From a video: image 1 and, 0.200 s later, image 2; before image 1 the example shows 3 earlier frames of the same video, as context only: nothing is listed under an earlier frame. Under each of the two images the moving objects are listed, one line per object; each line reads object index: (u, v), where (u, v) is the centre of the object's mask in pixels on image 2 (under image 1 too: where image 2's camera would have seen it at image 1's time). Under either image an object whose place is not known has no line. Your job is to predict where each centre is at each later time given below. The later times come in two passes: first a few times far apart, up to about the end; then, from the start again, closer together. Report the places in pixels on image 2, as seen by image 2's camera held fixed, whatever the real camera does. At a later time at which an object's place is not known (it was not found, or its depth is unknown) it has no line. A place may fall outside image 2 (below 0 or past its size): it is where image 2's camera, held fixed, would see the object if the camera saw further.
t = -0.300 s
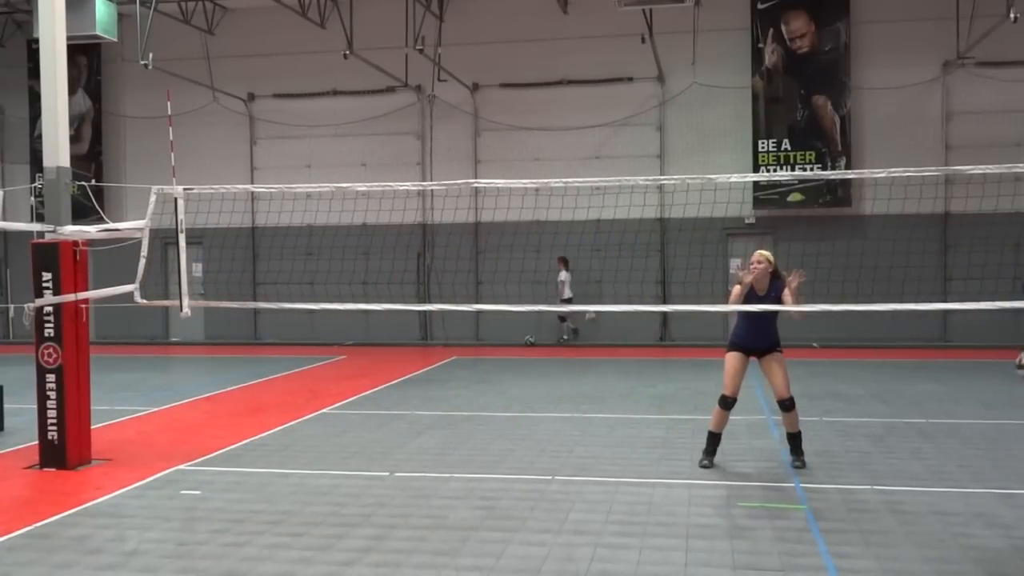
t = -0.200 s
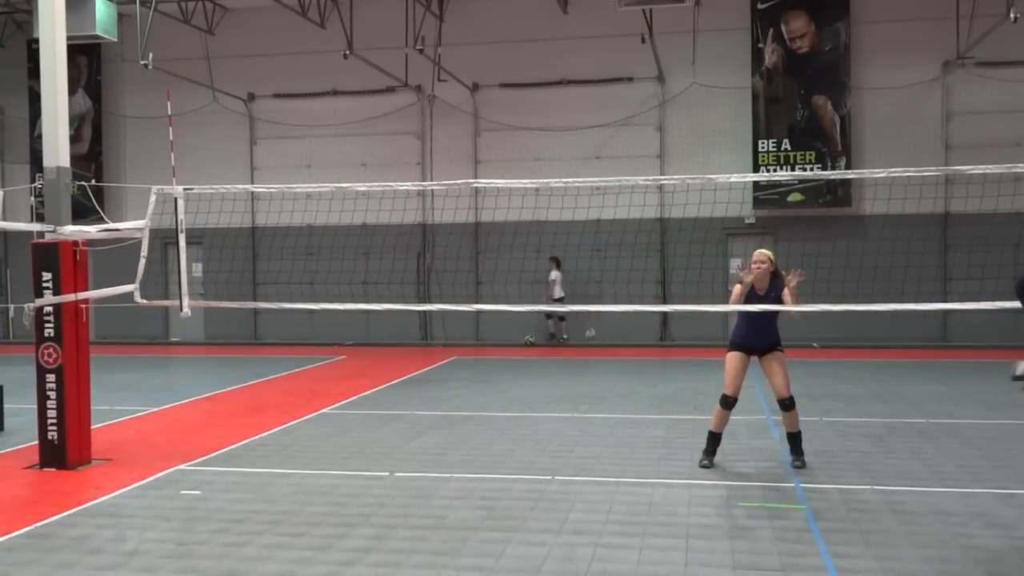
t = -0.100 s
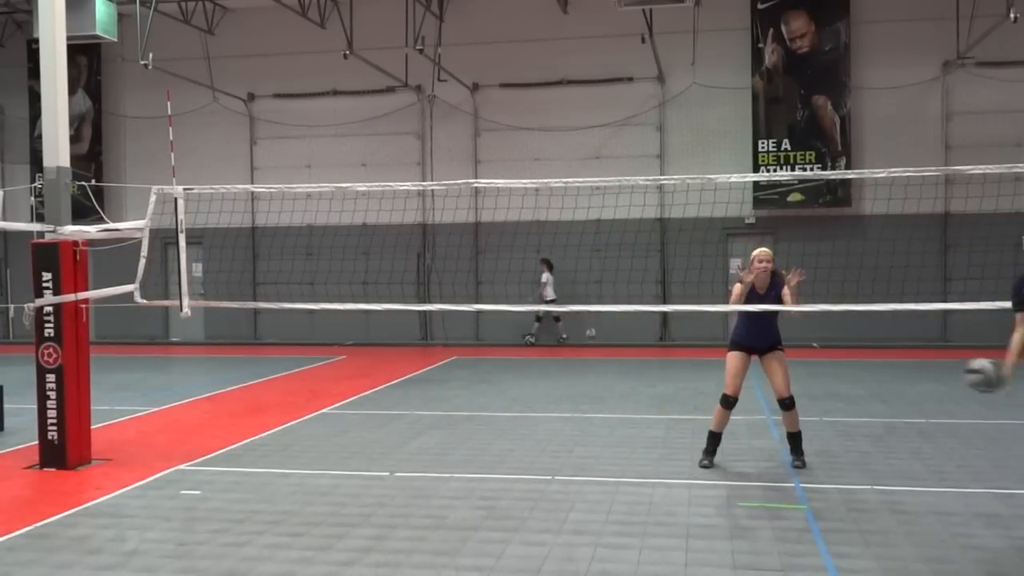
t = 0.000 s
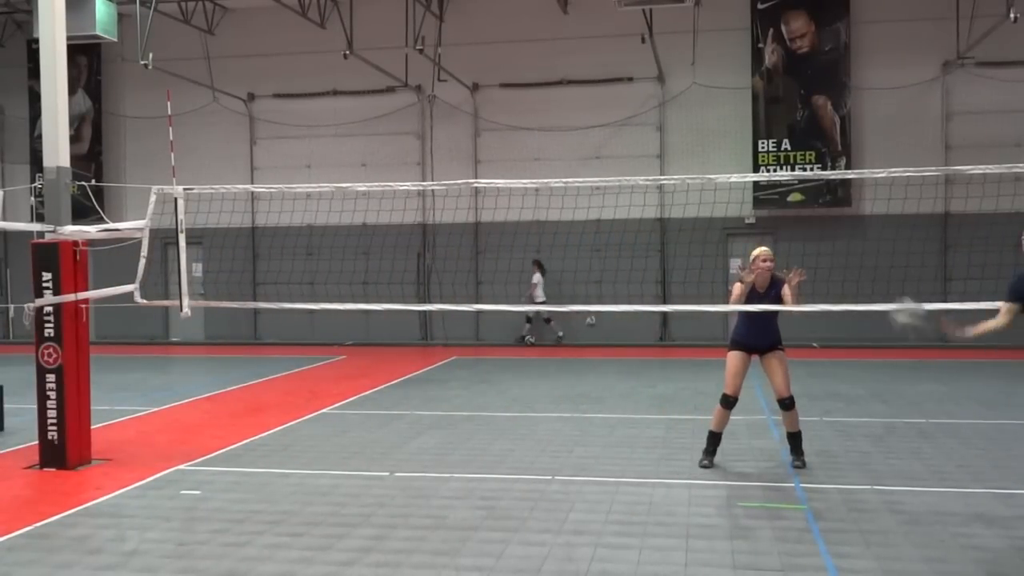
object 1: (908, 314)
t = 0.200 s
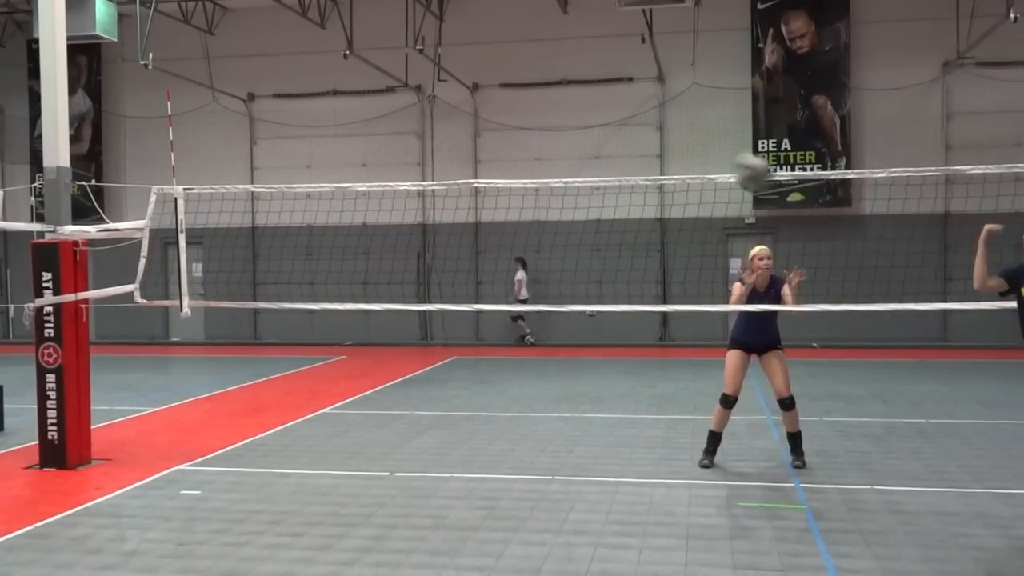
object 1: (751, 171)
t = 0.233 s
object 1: (724, 152)
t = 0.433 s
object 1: (552, 75)
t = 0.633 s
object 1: (361, 67)
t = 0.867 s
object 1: (117, 166)
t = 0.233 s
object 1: (724, 152)
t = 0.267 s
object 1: (698, 137)
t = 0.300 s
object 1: (668, 121)
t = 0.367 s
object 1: (611, 94)
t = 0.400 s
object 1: (582, 84)
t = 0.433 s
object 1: (552, 75)
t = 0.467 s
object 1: (520, 68)
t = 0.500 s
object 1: (490, 65)
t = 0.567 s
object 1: (426, 61)
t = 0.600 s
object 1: (395, 63)
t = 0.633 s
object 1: (361, 67)
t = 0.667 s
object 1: (328, 74)
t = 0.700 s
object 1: (295, 83)
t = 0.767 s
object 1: (226, 109)
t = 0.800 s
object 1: (192, 125)
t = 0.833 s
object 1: (154, 146)
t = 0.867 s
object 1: (117, 166)
